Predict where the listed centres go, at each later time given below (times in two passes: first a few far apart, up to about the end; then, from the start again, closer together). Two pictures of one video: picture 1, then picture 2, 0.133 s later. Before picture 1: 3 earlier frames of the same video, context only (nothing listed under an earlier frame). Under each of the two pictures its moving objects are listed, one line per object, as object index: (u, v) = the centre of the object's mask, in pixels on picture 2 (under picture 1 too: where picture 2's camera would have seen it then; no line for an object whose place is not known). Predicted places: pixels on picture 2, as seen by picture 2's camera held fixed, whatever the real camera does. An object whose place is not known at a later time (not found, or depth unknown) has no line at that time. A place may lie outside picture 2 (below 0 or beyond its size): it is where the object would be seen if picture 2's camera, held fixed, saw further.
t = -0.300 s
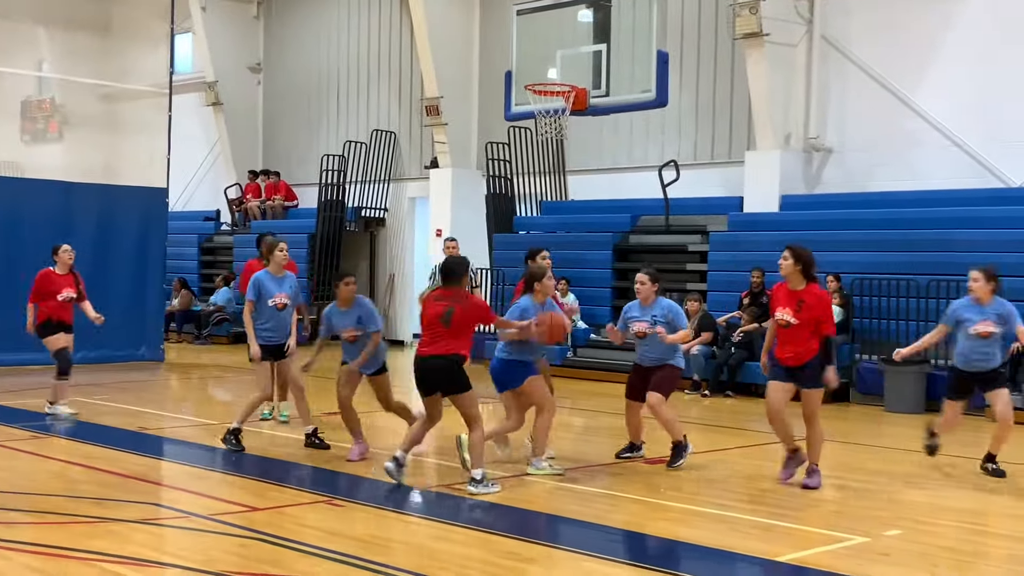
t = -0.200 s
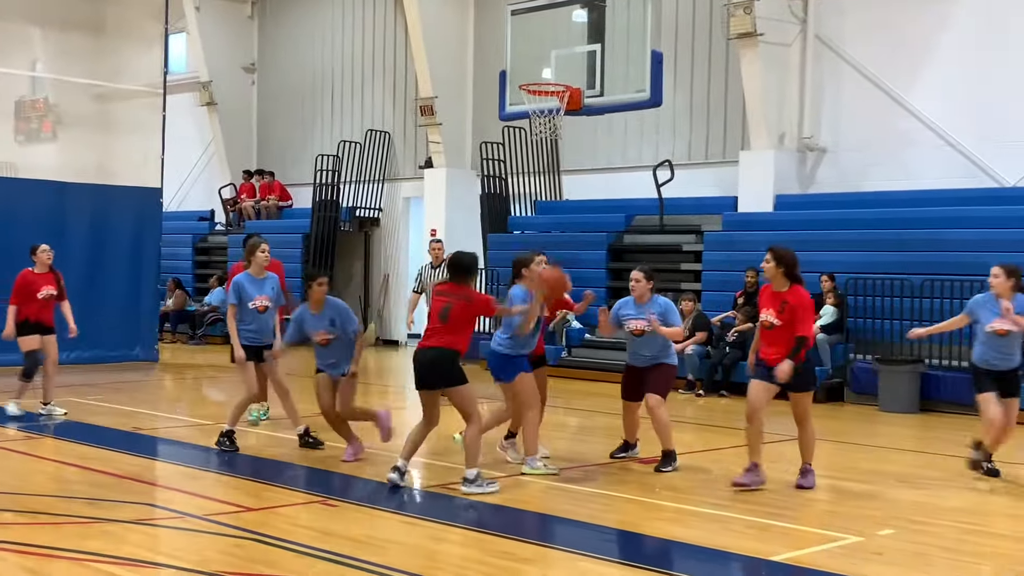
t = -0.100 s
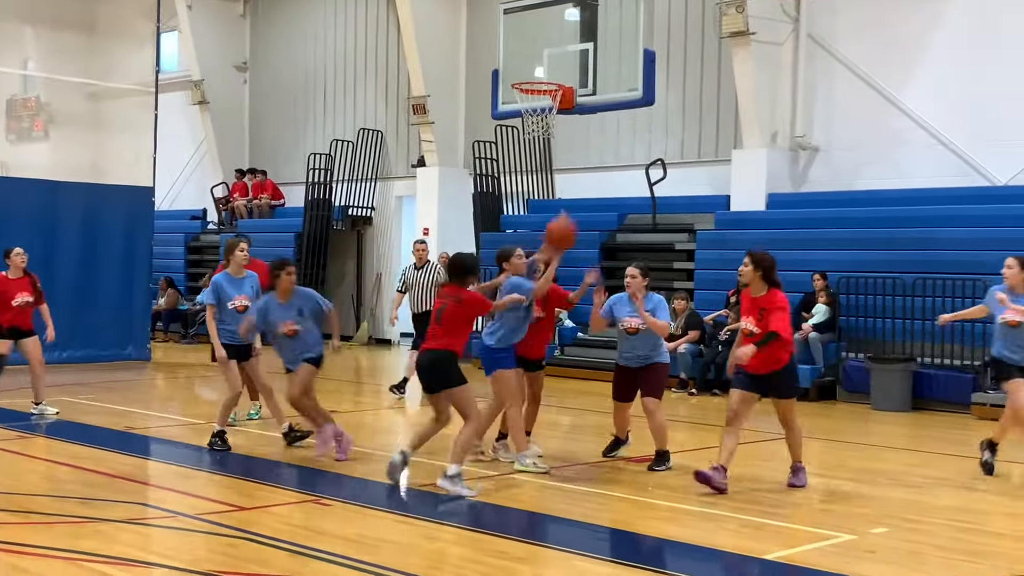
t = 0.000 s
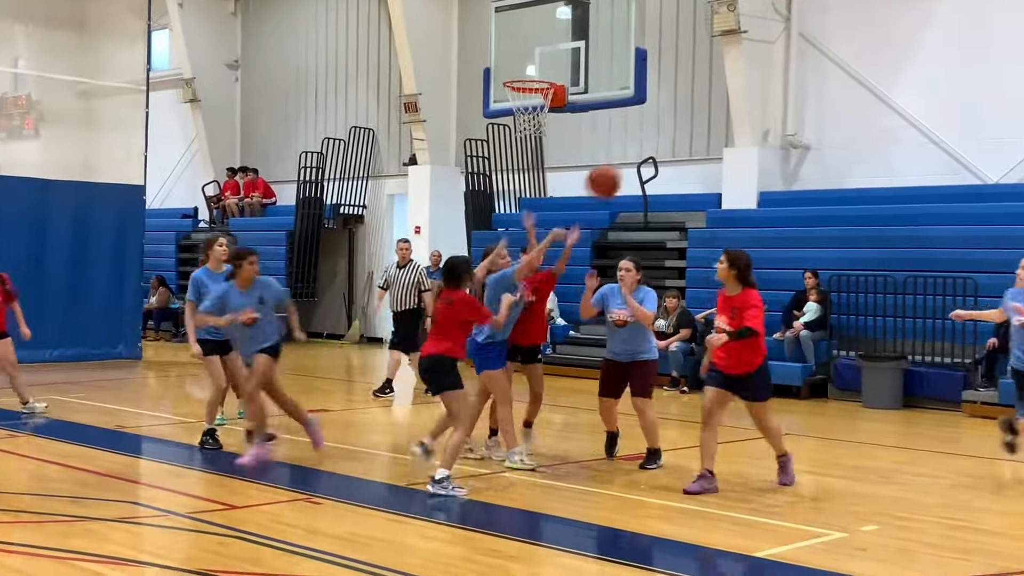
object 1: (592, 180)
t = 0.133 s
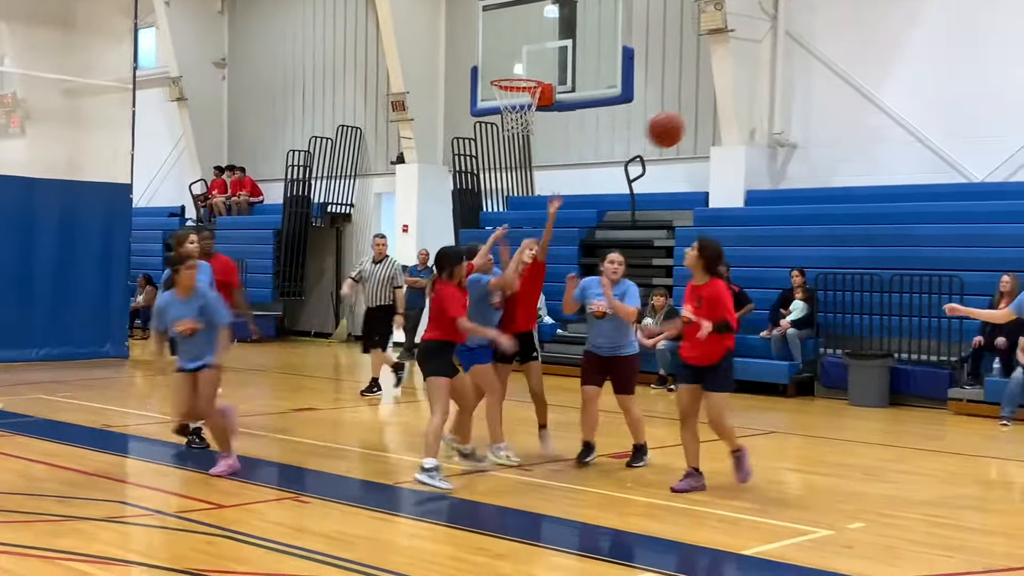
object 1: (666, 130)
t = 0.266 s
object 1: (744, 103)
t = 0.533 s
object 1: (920, 136)
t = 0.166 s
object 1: (685, 120)
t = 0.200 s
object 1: (704, 113)
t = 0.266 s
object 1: (744, 103)
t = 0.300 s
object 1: (764, 101)
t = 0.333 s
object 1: (785, 100)
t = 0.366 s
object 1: (807, 101)
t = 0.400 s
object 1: (829, 104)
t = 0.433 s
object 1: (851, 109)
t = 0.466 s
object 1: (873, 116)
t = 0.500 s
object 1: (896, 124)
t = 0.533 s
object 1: (920, 136)
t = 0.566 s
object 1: (943, 149)
